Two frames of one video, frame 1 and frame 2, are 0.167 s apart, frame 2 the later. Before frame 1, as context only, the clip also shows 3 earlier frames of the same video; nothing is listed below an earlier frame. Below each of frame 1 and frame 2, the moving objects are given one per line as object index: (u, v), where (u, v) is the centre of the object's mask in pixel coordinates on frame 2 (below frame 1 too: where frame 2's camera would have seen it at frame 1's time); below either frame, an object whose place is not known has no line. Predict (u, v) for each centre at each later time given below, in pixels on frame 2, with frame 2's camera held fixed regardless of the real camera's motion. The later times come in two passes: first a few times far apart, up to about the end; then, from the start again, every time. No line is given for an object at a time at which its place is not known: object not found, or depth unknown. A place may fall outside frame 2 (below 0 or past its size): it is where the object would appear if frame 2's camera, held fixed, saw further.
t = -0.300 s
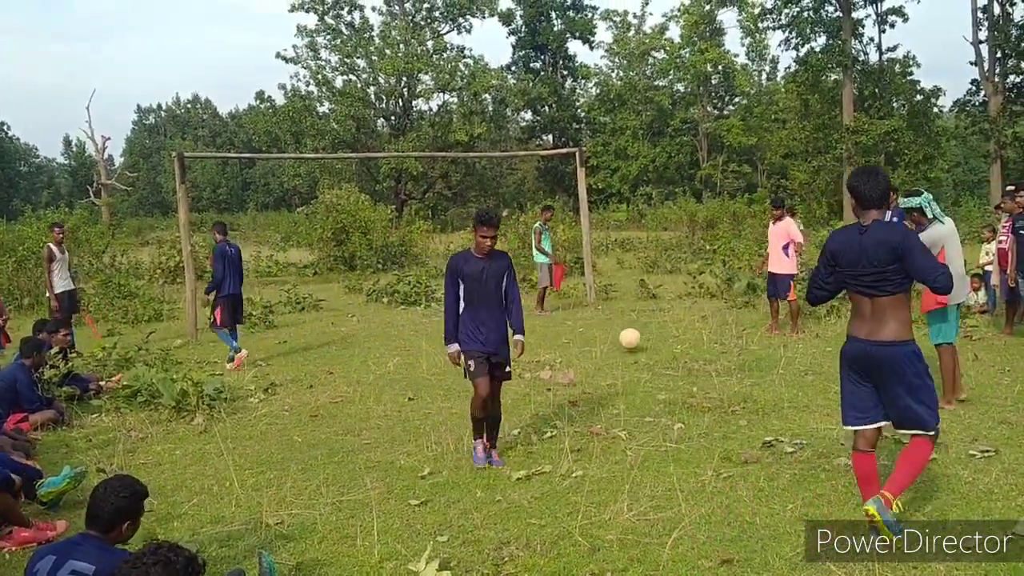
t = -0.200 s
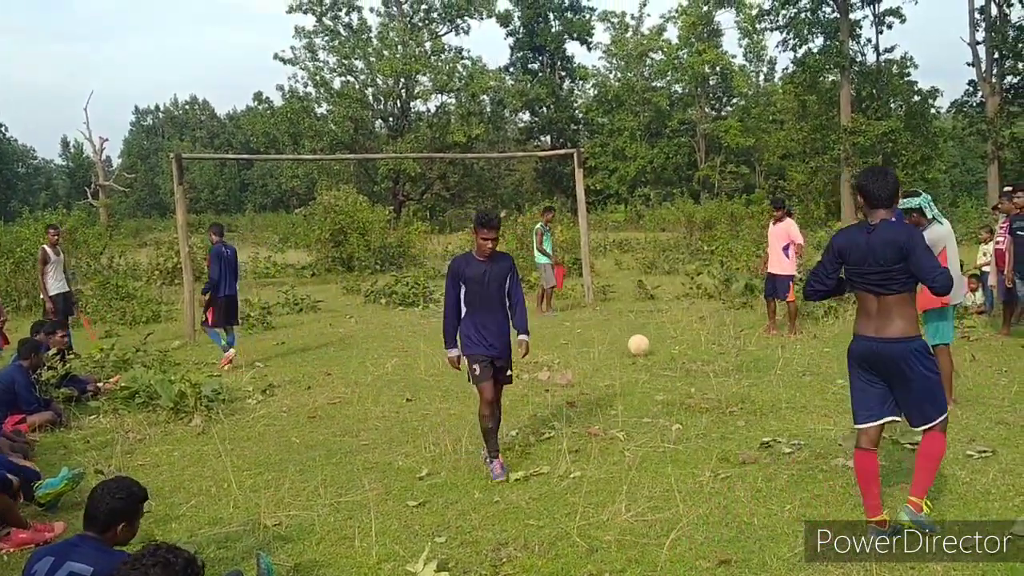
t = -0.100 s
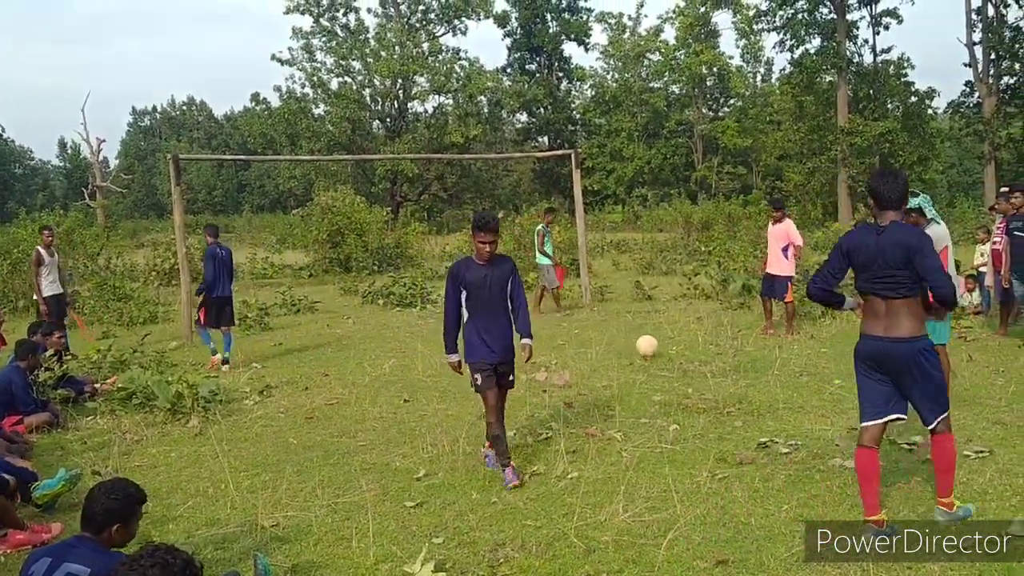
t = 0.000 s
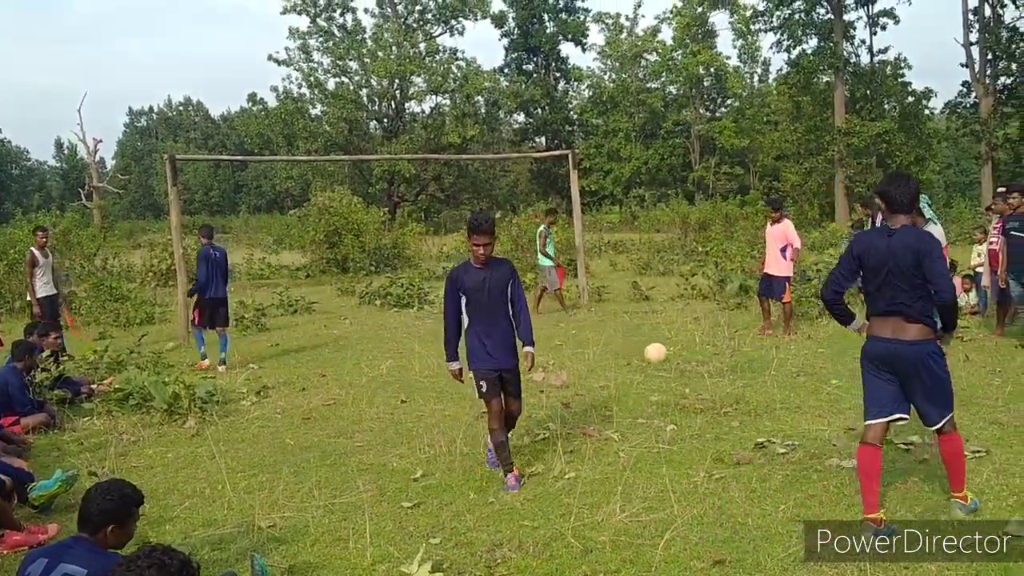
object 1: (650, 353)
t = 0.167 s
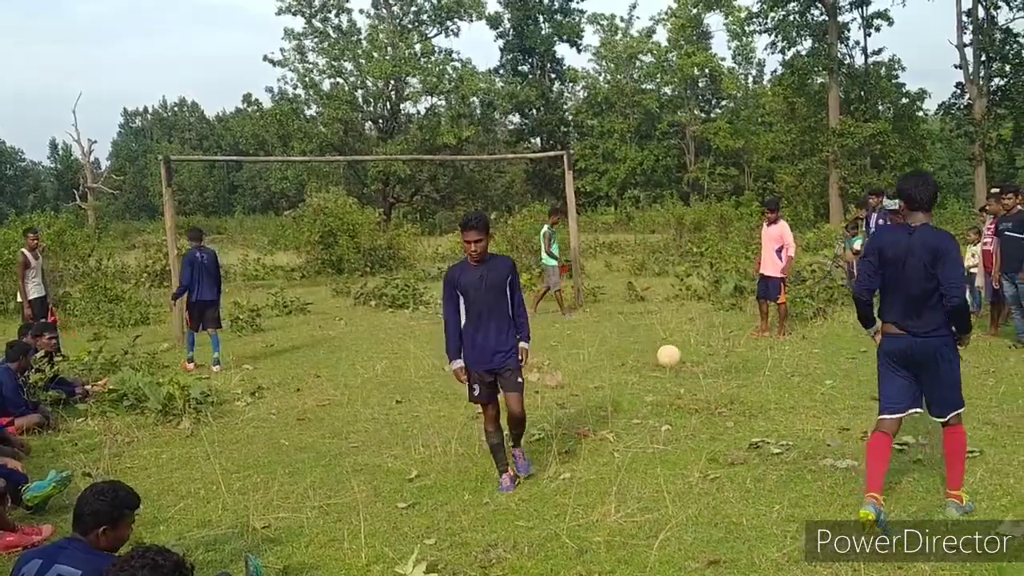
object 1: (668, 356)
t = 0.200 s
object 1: (672, 357)
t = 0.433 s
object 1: (700, 363)
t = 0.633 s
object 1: (727, 371)
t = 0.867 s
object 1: (761, 377)
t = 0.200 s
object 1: (672, 357)
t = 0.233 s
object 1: (676, 358)
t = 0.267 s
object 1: (680, 359)
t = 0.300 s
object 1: (684, 358)
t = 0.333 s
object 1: (688, 358)
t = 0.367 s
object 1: (691, 358)
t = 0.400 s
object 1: (696, 360)
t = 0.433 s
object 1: (700, 363)
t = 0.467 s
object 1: (704, 366)
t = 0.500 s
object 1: (709, 365)
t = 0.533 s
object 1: (713, 365)
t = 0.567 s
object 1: (718, 366)
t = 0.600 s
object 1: (722, 368)
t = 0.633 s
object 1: (727, 371)
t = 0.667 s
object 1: (732, 371)
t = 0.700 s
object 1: (737, 372)
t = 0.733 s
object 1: (742, 373)
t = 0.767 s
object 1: (746, 374)
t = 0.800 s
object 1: (751, 375)
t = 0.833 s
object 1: (756, 375)
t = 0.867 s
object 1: (761, 377)
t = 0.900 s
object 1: (766, 378)
